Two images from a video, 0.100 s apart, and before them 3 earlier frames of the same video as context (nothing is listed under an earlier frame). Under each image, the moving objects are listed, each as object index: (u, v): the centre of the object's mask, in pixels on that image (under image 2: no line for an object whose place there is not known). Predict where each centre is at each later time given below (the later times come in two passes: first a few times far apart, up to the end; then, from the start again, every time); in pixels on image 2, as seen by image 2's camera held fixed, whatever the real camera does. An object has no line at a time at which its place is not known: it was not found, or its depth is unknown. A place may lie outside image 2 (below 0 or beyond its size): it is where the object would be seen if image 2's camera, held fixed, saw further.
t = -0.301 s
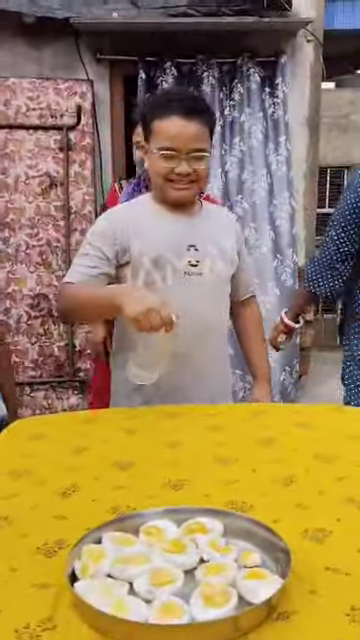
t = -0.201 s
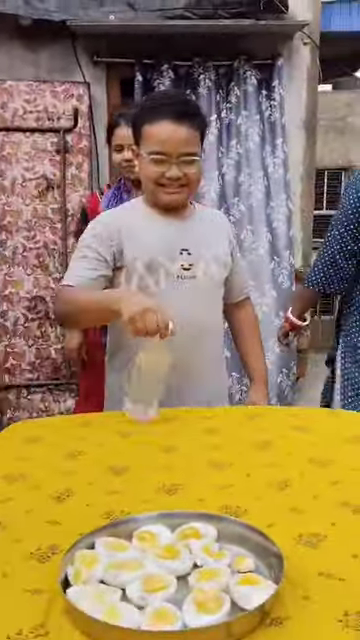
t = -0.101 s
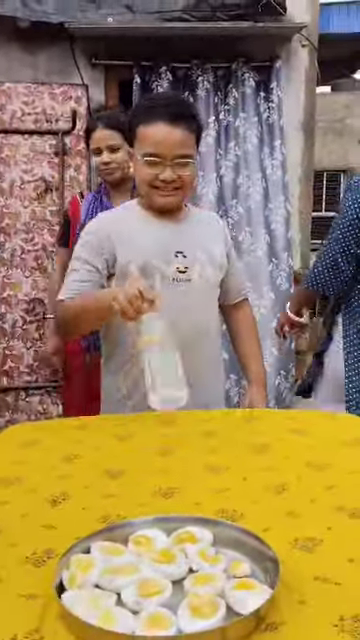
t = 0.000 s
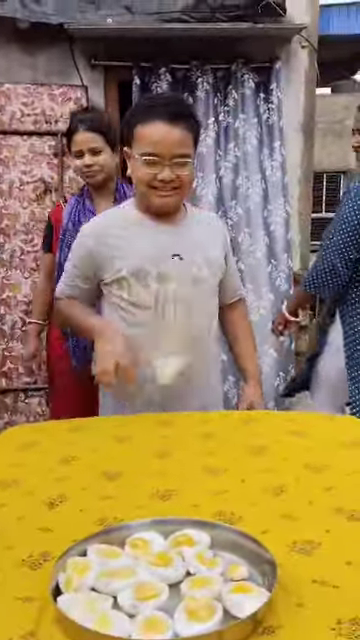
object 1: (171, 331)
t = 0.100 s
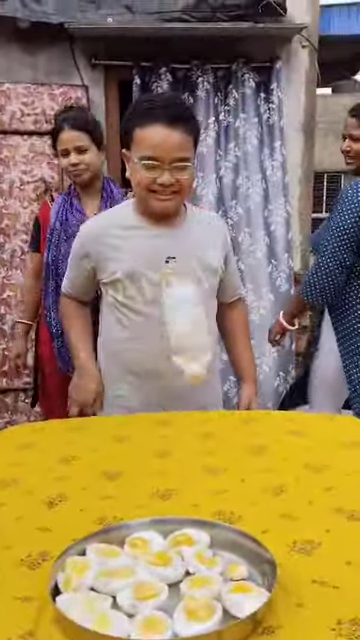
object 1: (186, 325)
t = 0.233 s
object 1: (206, 411)
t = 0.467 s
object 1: (214, 469)
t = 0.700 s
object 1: (205, 472)
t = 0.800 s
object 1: (200, 472)
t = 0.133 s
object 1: (191, 332)
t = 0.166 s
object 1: (196, 352)
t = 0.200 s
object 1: (201, 379)
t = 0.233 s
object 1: (206, 411)
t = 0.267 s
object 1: (211, 433)
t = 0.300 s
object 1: (212, 452)
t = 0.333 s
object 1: (215, 462)
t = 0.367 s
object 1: (215, 467)
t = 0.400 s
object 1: (215, 468)
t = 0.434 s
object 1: (215, 469)
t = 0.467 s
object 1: (214, 469)
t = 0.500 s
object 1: (214, 470)
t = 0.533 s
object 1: (212, 470)
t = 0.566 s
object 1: (211, 471)
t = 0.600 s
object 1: (209, 471)
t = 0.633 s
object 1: (208, 471)
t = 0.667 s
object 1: (206, 472)
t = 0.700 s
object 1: (205, 472)
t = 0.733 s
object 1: (204, 472)
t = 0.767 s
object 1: (201, 472)
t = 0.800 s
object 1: (200, 472)
